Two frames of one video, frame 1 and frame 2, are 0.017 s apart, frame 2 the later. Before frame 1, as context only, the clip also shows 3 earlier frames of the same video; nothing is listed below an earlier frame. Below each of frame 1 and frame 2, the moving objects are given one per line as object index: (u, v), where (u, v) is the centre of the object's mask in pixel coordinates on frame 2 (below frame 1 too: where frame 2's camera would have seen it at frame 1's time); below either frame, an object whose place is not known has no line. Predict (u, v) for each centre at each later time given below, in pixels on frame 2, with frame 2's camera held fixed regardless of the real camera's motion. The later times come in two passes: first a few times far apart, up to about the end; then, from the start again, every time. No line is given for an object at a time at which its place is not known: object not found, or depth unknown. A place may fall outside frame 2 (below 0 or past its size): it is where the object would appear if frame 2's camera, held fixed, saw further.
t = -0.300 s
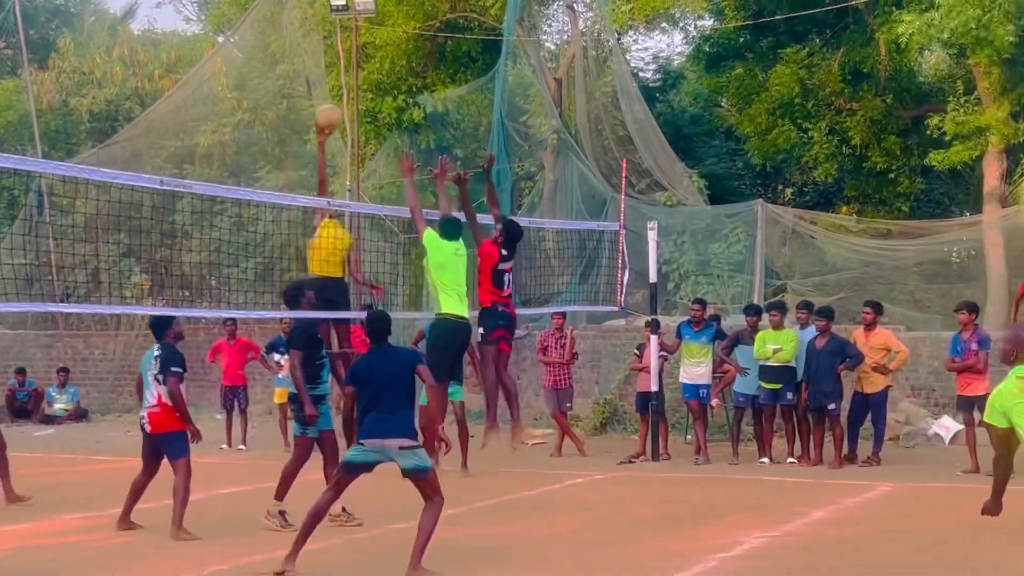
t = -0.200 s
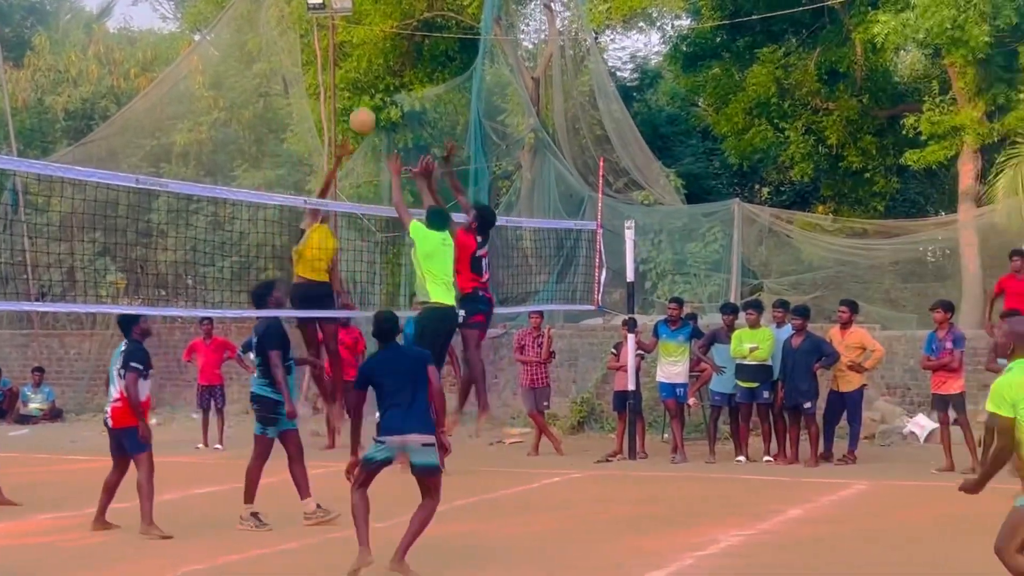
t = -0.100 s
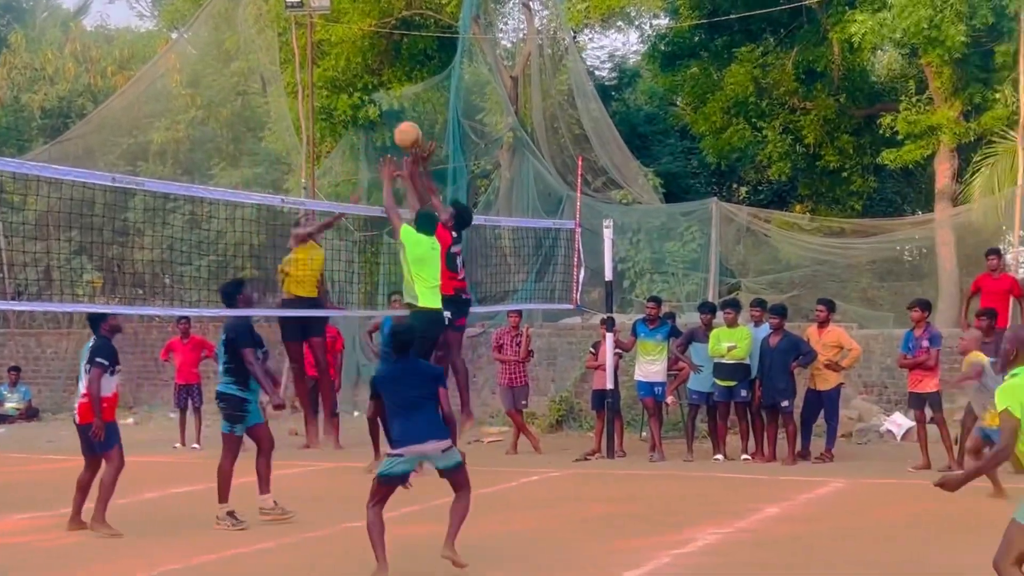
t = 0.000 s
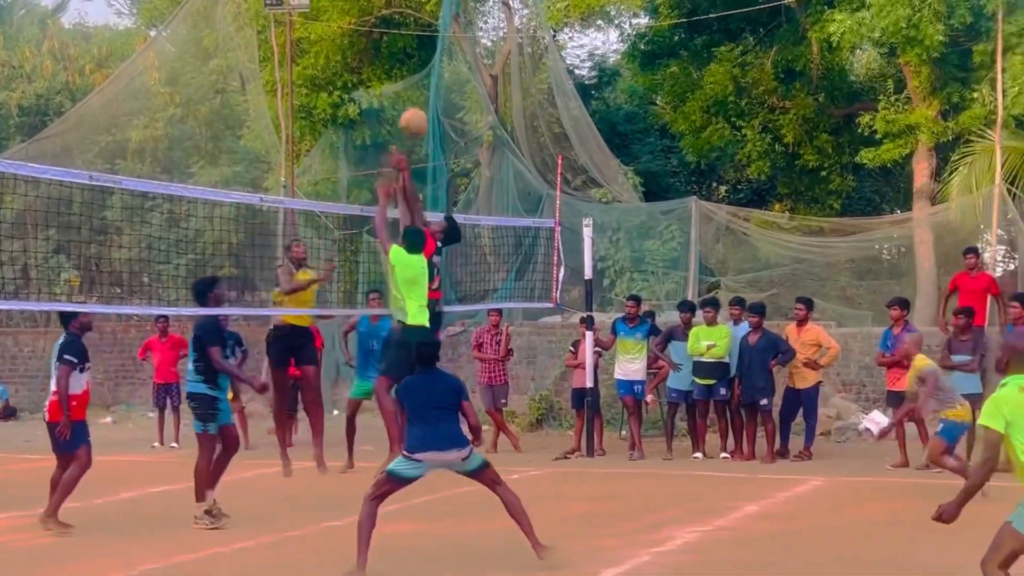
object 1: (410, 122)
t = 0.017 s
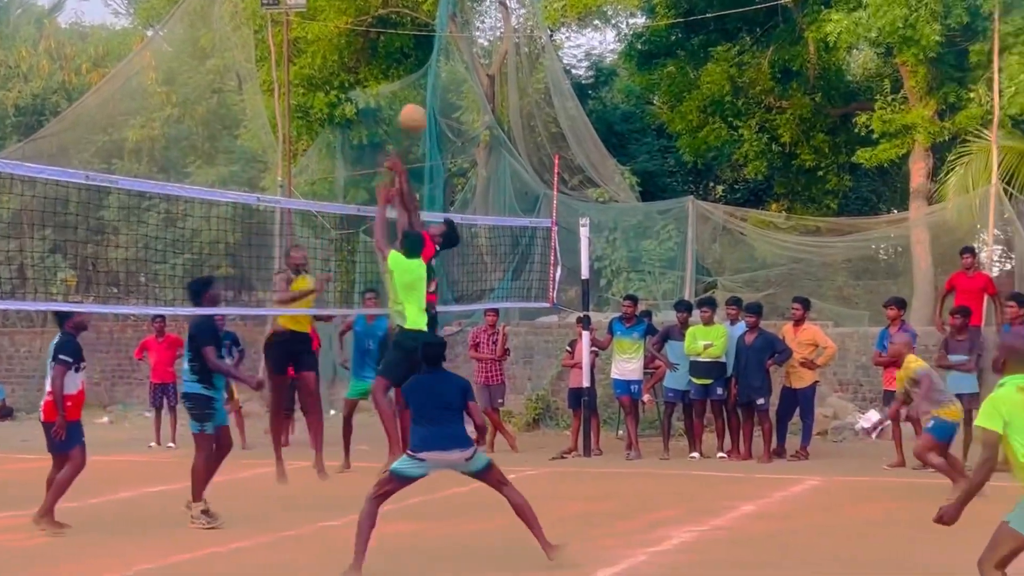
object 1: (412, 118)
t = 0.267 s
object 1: (436, 108)
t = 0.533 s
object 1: (457, 175)
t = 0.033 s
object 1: (414, 115)
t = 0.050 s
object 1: (416, 113)
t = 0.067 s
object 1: (417, 110)
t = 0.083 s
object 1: (419, 108)
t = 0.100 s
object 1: (421, 106)
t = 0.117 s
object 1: (423, 105)
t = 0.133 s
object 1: (425, 104)
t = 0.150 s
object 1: (425, 103)
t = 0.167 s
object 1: (427, 103)
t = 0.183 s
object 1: (429, 103)
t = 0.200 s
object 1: (430, 103)
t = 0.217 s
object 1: (431, 104)
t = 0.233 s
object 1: (433, 105)
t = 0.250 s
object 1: (434, 106)
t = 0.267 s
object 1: (436, 108)
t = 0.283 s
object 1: (437, 109)
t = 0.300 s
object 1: (439, 112)
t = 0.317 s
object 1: (439, 113)
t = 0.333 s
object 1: (441, 116)
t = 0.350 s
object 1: (443, 120)
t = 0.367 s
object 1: (444, 123)
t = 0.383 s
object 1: (446, 128)
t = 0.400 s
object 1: (448, 132)
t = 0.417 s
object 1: (448, 136)
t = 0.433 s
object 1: (449, 140)
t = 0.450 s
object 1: (451, 146)
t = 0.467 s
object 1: (452, 150)
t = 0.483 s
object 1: (454, 157)
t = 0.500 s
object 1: (454, 161)
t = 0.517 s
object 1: (457, 168)
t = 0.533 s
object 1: (457, 175)
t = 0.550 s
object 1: (461, 182)
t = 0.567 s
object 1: (461, 188)
